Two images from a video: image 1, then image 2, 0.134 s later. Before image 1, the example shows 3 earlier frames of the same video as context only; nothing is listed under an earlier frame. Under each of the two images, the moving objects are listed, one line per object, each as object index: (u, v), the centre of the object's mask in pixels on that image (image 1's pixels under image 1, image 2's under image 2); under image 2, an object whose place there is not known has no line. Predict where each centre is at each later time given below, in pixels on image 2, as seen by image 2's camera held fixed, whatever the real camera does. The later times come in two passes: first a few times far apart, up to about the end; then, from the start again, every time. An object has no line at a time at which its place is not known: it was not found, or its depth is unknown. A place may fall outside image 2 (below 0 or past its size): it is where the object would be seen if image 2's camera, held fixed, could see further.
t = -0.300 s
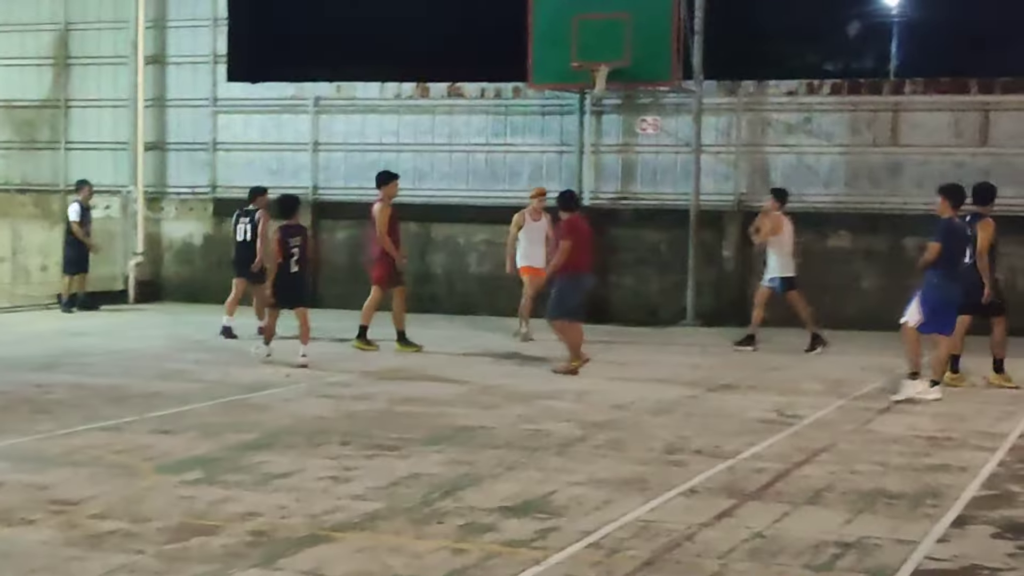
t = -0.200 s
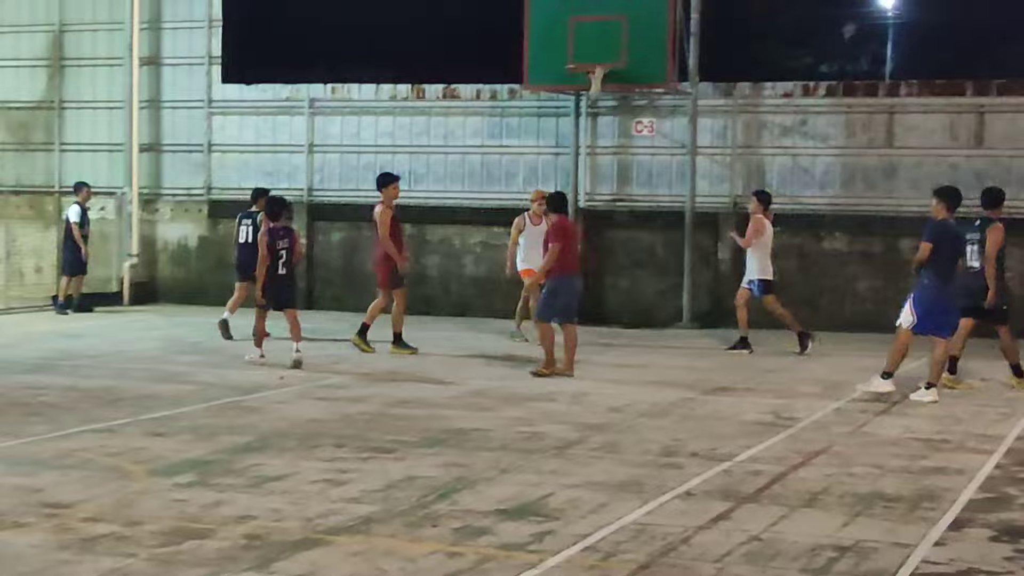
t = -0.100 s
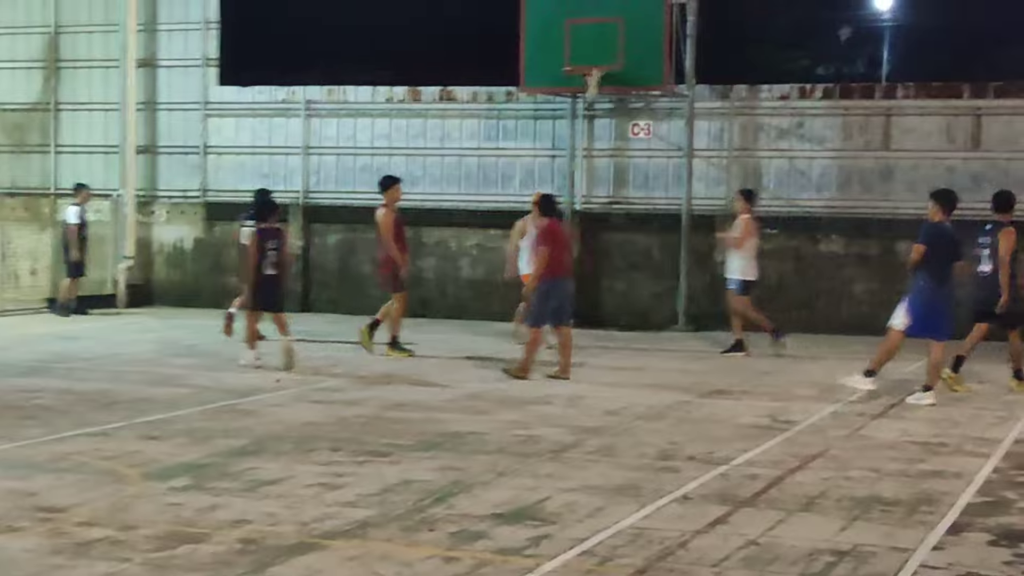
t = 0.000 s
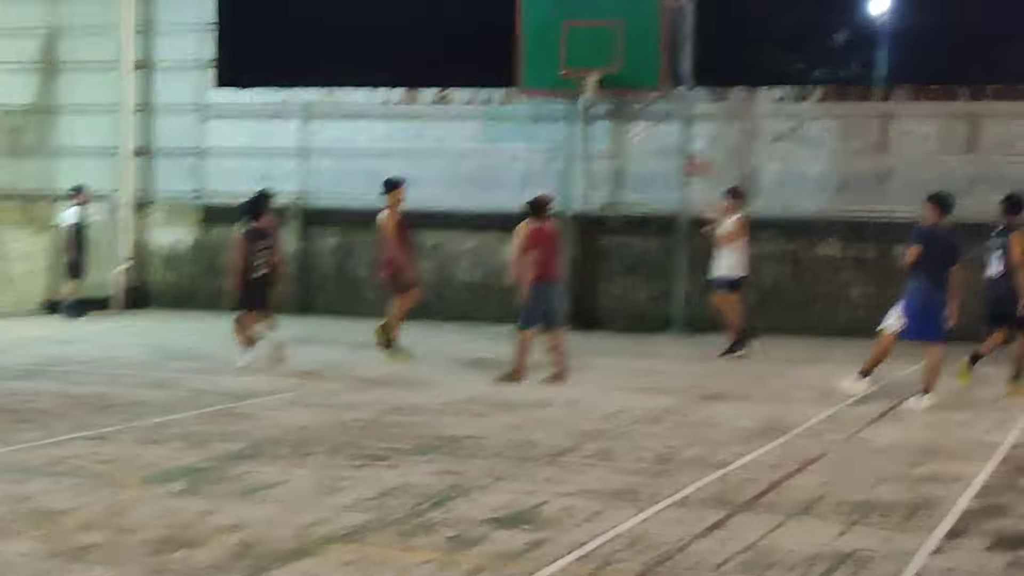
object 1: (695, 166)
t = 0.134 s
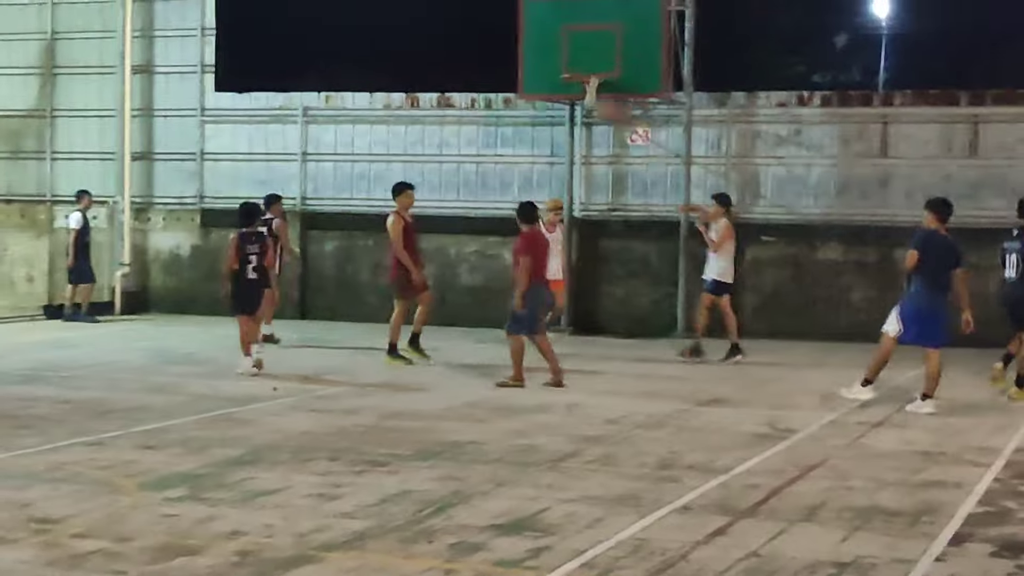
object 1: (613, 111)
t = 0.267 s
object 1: (515, 65)
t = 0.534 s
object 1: (334, 21)
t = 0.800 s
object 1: (146, 40)
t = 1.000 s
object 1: (-4, 99)
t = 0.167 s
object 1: (590, 98)
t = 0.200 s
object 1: (567, 88)
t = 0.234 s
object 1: (544, 75)
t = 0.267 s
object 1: (515, 65)
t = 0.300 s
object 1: (495, 56)
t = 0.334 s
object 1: (472, 48)
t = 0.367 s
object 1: (449, 40)
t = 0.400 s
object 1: (426, 35)
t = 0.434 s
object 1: (404, 30)
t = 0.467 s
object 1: (381, 26)
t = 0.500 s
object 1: (358, 23)
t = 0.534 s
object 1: (334, 21)
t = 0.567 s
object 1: (310, 19)
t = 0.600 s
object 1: (286, 19)
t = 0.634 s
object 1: (263, 20)
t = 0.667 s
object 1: (239, 21)
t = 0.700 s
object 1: (218, 25)
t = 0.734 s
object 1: (192, 29)
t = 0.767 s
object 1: (169, 33)
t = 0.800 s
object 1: (146, 40)
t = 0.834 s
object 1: (121, 47)
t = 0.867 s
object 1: (96, 56)
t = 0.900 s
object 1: (71, 65)
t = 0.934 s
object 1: (46, 76)
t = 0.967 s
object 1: (21, 88)
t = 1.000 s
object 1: (-4, 99)
